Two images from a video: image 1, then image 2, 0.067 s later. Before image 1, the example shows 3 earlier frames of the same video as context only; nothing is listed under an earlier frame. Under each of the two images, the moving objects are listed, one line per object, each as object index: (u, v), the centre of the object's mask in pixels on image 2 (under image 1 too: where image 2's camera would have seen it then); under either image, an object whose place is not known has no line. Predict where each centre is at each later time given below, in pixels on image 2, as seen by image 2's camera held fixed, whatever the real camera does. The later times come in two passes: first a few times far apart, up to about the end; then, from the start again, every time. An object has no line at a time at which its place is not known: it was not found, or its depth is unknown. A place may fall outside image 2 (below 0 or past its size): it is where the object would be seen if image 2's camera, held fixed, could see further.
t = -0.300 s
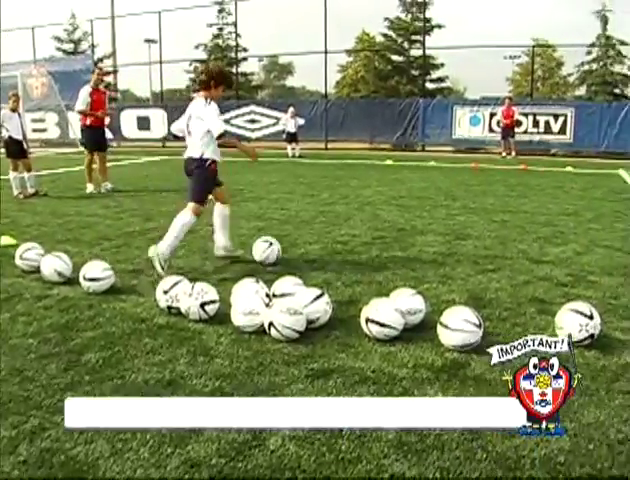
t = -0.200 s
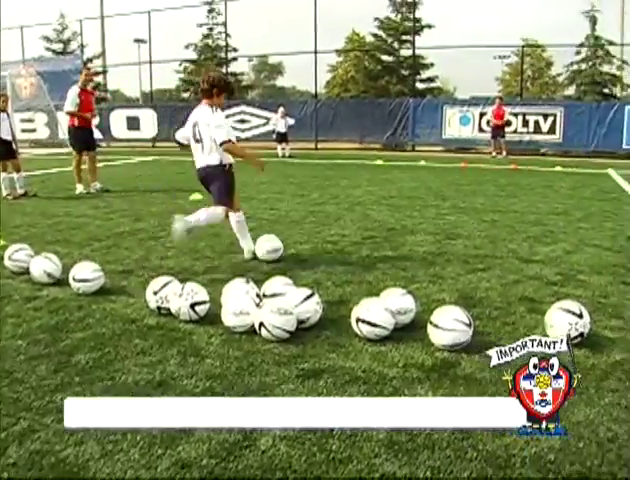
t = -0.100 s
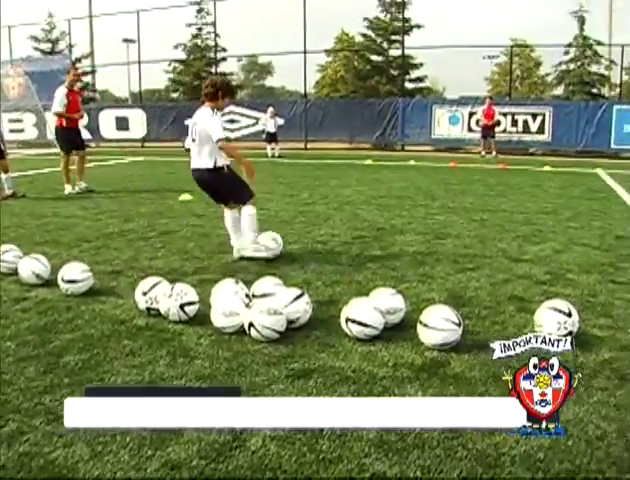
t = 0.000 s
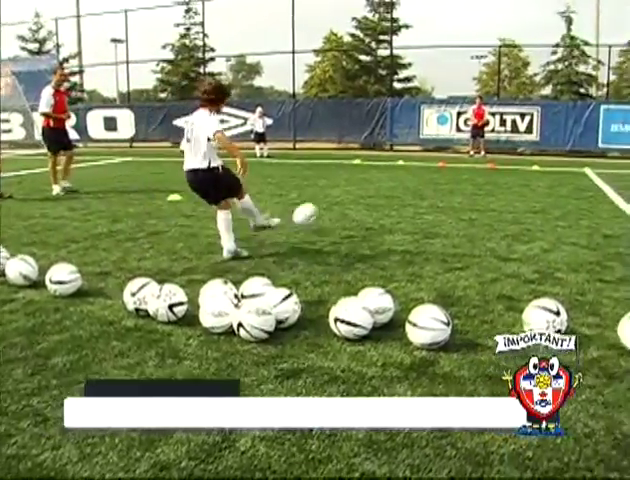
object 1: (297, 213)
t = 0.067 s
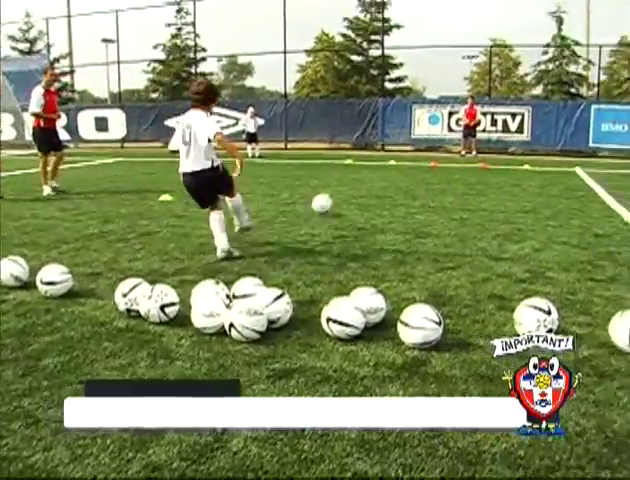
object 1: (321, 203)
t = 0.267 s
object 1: (364, 181)
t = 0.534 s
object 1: (388, 163)
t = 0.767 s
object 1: (398, 158)
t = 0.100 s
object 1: (332, 200)
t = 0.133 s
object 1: (340, 197)
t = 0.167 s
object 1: (347, 191)
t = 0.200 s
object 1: (353, 186)
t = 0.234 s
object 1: (359, 183)
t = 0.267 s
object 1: (364, 181)
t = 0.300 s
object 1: (369, 179)
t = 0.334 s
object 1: (372, 177)
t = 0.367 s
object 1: (376, 173)
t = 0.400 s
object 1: (378, 169)
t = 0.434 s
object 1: (381, 166)
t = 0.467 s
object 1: (383, 164)
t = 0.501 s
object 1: (386, 163)
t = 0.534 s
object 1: (388, 163)
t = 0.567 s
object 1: (390, 163)
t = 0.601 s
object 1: (392, 164)
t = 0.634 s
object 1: (393, 163)
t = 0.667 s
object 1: (395, 161)
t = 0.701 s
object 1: (396, 159)
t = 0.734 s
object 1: (398, 158)
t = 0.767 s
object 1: (398, 158)
